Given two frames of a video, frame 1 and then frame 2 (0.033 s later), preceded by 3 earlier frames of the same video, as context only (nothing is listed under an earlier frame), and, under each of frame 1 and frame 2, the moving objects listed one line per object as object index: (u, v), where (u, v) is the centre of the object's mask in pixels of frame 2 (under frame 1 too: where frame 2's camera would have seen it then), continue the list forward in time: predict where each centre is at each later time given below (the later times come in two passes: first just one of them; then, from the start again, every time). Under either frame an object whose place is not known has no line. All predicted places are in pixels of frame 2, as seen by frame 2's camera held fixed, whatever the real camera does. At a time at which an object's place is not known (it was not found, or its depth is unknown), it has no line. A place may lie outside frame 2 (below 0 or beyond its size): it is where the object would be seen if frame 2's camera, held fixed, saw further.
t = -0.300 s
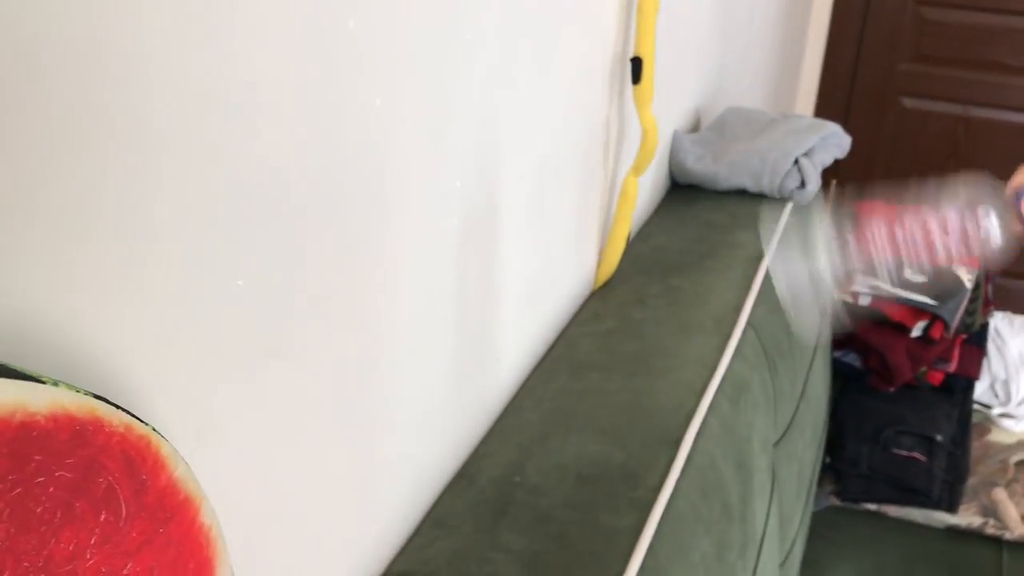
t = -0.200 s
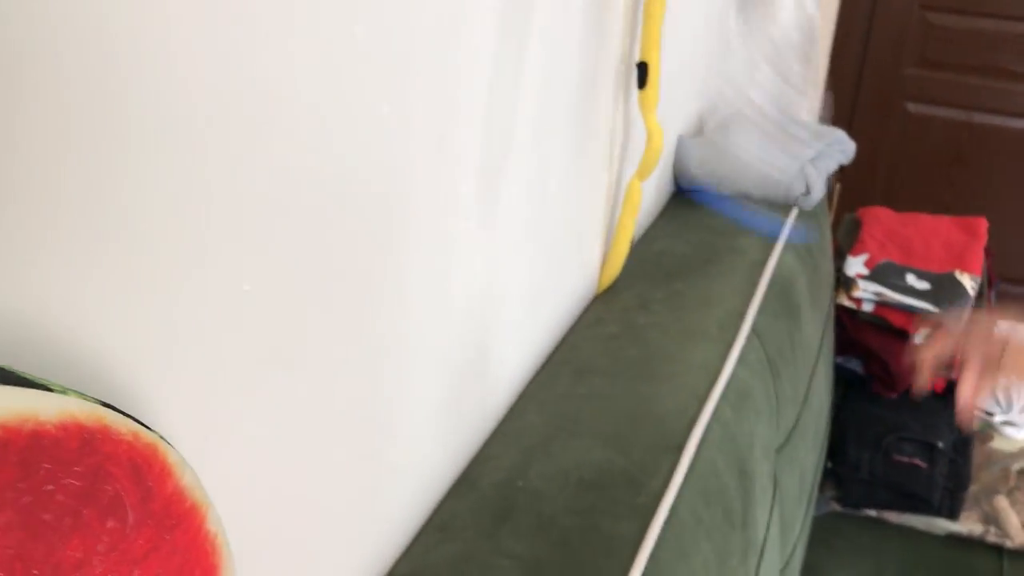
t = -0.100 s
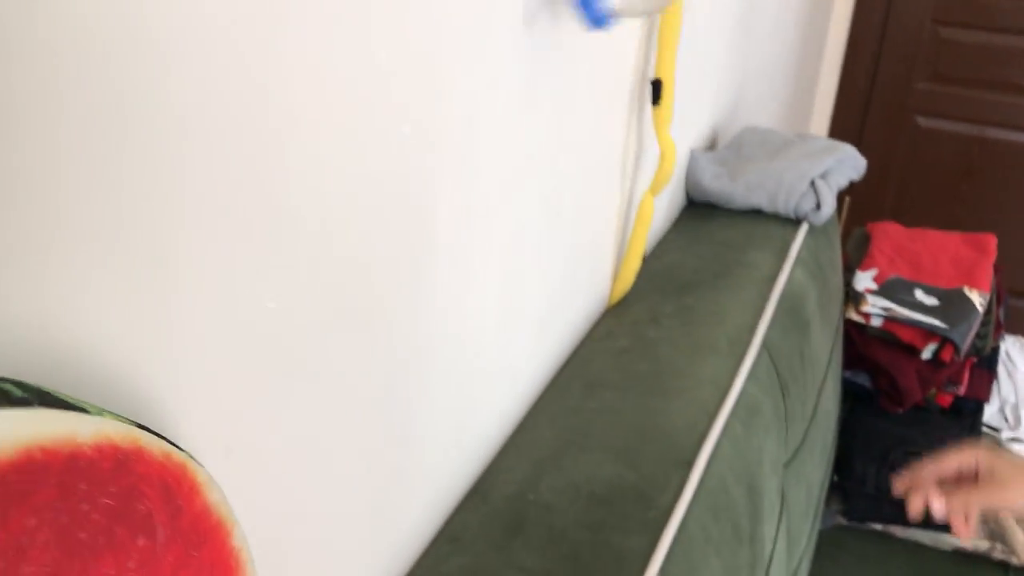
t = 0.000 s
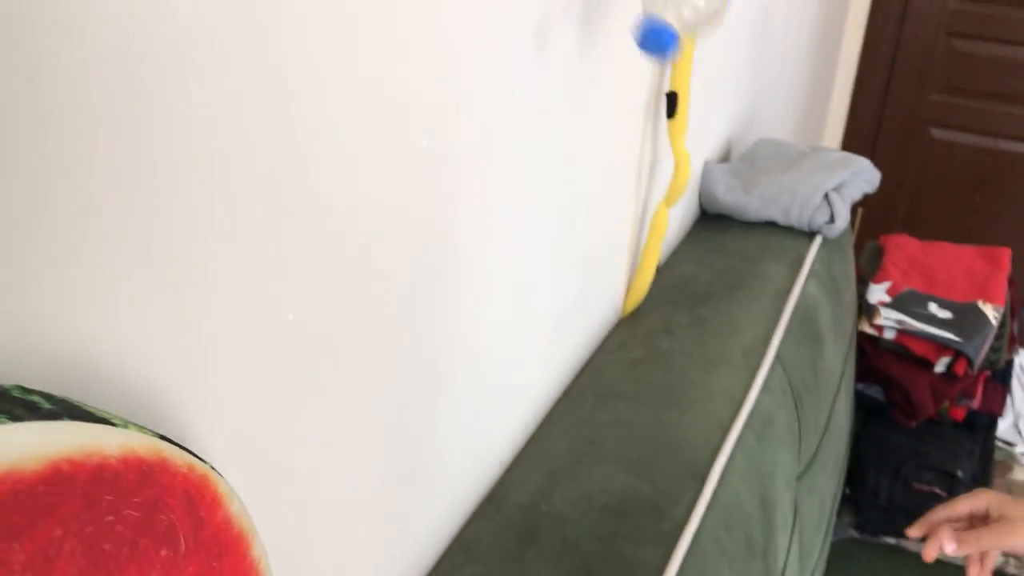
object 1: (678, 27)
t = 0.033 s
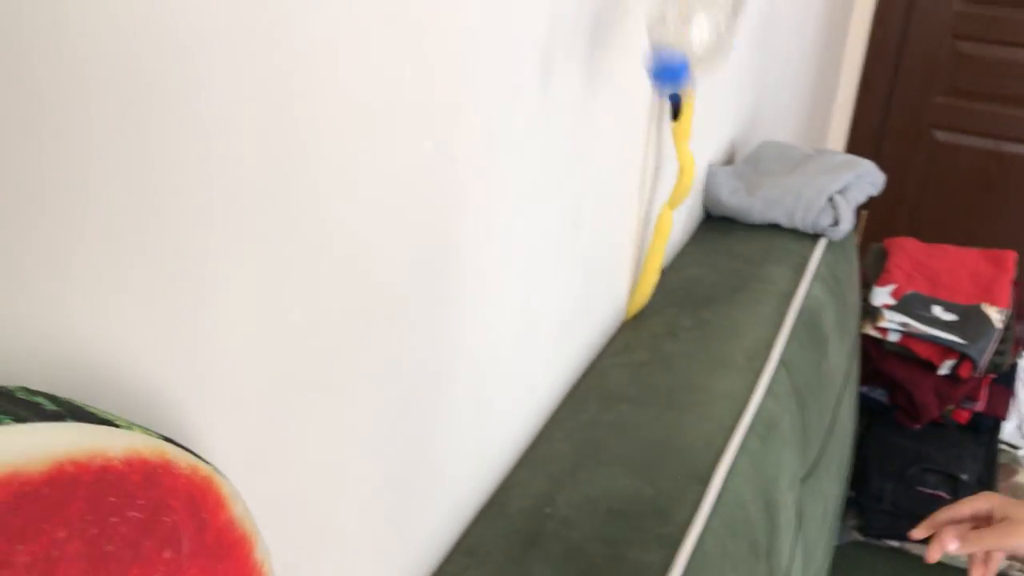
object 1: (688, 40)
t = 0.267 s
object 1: (646, 353)
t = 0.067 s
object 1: (692, 61)
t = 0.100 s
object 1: (694, 99)
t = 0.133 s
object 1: (686, 156)
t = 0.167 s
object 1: (675, 282)
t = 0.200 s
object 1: (657, 337)
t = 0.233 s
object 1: (646, 364)
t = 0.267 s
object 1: (646, 353)
